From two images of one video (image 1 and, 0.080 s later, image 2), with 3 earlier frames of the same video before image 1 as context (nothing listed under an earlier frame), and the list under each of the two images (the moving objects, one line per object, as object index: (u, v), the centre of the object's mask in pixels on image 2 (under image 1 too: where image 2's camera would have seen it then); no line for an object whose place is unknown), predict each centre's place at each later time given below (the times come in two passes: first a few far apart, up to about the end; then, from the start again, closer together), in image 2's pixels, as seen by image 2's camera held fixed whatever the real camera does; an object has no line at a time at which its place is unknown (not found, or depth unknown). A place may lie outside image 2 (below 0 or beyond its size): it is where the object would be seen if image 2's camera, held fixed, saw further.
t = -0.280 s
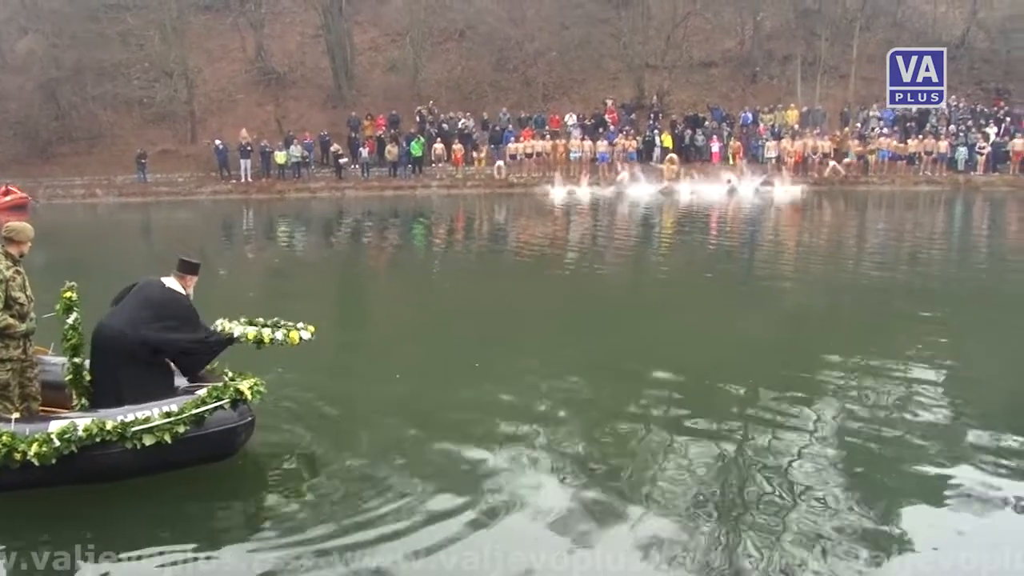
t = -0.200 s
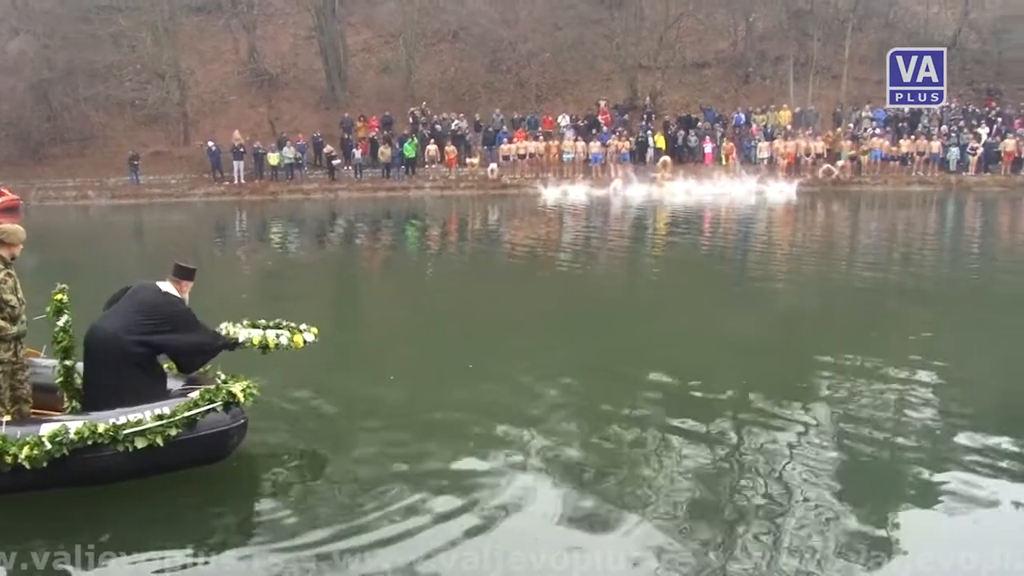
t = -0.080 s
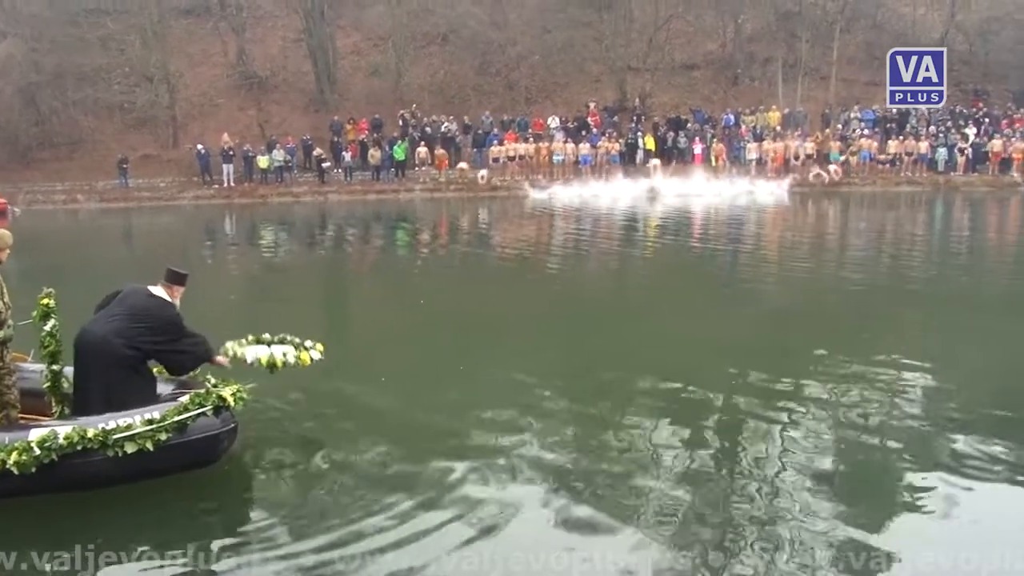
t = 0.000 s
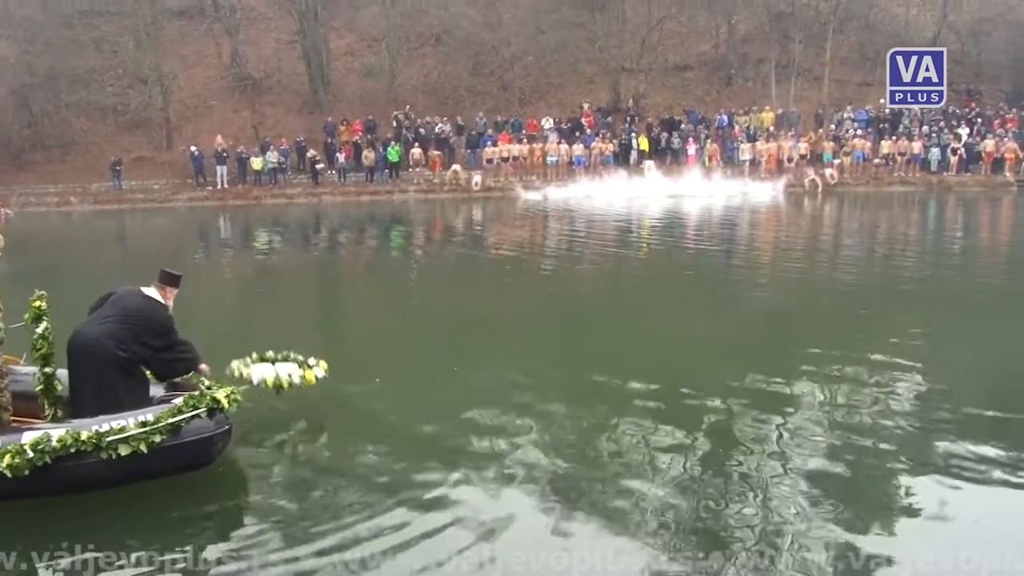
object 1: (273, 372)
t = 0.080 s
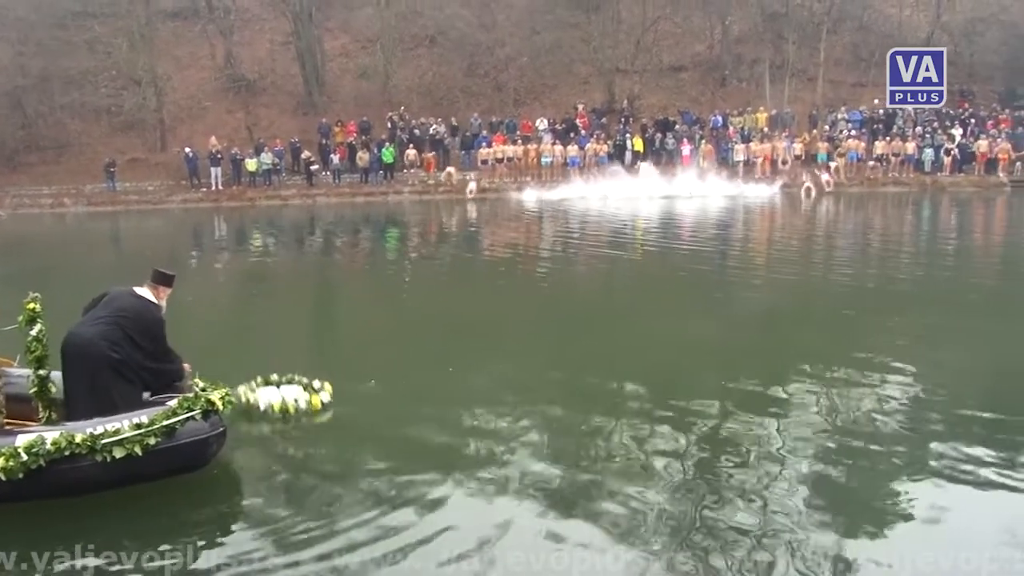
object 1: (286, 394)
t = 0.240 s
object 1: (297, 403)
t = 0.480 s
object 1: (301, 398)
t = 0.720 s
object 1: (304, 396)
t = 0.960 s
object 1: (307, 396)
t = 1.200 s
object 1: (309, 395)
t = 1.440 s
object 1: (314, 395)
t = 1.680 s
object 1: (315, 394)
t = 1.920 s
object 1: (317, 394)
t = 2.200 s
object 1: (319, 394)
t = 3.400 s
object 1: (332, 392)
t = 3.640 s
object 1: (336, 392)
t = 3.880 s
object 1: (337, 390)
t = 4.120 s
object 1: (338, 390)
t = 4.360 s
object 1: (342, 388)
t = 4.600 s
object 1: (345, 385)
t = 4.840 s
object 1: (348, 384)
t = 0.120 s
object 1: (290, 401)
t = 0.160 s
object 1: (293, 401)
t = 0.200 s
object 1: (295, 401)
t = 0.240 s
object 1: (297, 403)
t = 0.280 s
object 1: (300, 402)
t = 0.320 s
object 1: (302, 402)
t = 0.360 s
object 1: (300, 398)
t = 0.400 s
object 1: (301, 398)
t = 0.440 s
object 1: (302, 398)
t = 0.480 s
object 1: (301, 398)
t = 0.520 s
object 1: (301, 398)
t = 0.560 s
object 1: (301, 397)
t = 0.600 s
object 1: (302, 397)
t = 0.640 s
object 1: (302, 397)
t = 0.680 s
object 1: (303, 396)
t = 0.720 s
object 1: (304, 396)
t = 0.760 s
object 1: (304, 396)
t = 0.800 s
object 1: (305, 396)
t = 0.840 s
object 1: (305, 396)
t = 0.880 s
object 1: (305, 396)
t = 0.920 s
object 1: (306, 396)
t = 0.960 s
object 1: (307, 396)
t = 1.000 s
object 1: (307, 395)
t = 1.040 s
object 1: (308, 395)
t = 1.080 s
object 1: (308, 395)
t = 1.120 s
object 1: (308, 395)
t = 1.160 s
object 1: (308, 395)
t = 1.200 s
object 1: (309, 395)
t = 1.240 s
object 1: (310, 395)
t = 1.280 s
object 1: (311, 395)
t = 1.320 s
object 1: (311, 395)
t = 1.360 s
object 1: (313, 395)
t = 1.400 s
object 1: (313, 395)
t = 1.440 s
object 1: (314, 395)
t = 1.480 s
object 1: (313, 395)
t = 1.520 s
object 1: (314, 395)
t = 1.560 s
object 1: (314, 396)
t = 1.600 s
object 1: (314, 395)
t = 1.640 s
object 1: (315, 395)
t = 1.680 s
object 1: (315, 394)
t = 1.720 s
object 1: (315, 394)
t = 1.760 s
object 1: (316, 394)
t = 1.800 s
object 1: (316, 395)
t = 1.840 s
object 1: (316, 394)
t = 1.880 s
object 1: (317, 394)
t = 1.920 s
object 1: (317, 394)
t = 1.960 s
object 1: (317, 394)
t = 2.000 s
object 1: (317, 394)
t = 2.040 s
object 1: (318, 394)
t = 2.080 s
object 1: (318, 394)
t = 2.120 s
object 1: (318, 394)
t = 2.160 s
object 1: (319, 393)
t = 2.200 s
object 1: (319, 394)
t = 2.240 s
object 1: (319, 393)
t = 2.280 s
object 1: (320, 393)
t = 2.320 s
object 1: (320, 393)
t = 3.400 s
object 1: (332, 392)
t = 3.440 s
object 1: (333, 393)
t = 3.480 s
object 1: (333, 392)
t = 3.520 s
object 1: (334, 391)
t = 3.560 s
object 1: (335, 392)
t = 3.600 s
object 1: (335, 392)
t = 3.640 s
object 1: (336, 392)
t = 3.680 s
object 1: (336, 392)
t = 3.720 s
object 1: (336, 392)
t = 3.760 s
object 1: (337, 392)
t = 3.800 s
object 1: (337, 391)
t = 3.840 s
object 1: (337, 390)
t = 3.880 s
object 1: (337, 390)
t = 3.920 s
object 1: (337, 391)
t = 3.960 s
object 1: (337, 391)
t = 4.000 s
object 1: (338, 390)
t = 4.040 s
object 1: (338, 390)
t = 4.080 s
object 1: (338, 390)
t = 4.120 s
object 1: (338, 390)
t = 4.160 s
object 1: (339, 389)
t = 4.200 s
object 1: (339, 389)
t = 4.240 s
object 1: (341, 389)
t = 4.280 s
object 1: (341, 388)
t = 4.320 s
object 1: (341, 387)
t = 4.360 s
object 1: (342, 388)
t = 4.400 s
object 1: (343, 388)
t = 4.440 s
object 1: (344, 387)
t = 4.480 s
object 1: (344, 386)
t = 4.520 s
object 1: (345, 387)
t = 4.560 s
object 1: (345, 386)
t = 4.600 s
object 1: (345, 385)
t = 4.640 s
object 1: (345, 386)
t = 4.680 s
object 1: (346, 385)
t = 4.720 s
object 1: (346, 385)
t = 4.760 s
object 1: (347, 385)
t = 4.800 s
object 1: (347, 385)
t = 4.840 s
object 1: (348, 384)
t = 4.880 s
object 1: (349, 383)
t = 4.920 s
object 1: (349, 383)
